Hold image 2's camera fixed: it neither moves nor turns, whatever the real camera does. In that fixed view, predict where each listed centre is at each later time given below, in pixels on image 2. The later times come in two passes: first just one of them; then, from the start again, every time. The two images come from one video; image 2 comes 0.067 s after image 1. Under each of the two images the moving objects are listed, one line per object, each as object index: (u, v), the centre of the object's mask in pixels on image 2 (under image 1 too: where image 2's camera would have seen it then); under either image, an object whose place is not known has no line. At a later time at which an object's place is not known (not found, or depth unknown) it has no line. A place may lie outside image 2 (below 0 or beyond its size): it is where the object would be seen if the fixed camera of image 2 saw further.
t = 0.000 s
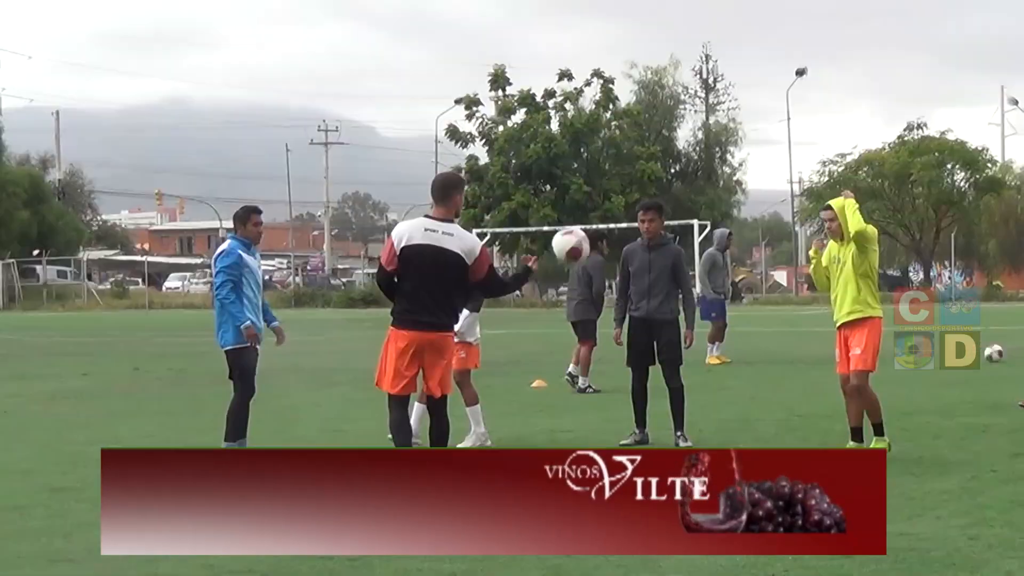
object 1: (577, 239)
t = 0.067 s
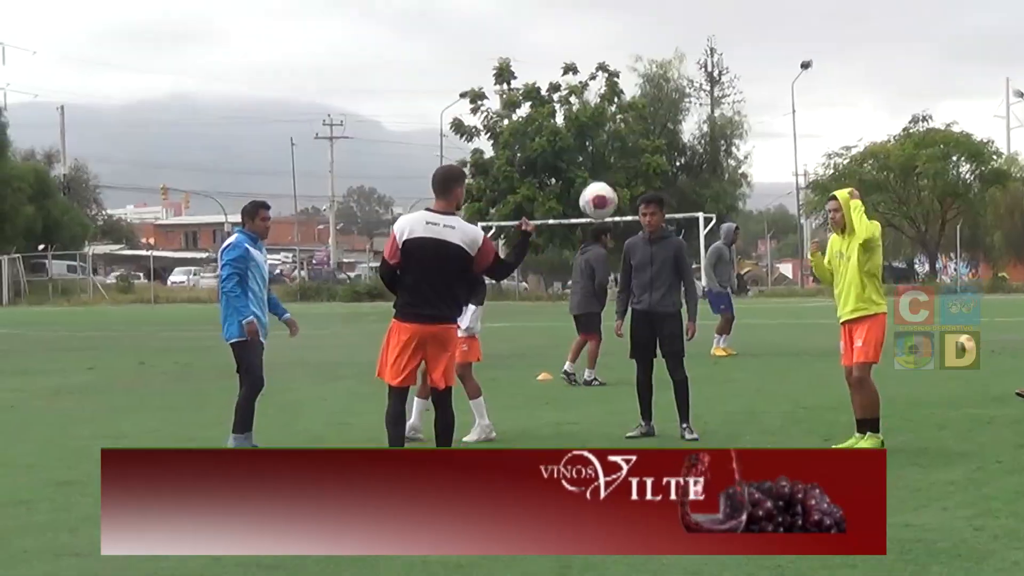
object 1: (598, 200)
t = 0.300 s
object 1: (678, 128)
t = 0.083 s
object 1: (604, 192)
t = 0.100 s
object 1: (609, 184)
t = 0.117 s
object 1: (615, 177)
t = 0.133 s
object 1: (621, 170)
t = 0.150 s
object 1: (626, 164)
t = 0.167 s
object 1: (632, 158)
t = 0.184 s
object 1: (637, 153)
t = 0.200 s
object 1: (643, 147)
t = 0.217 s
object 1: (649, 143)
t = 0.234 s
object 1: (655, 139)
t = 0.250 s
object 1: (661, 135)
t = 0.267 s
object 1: (666, 133)
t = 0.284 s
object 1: (671, 130)
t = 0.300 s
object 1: (678, 128)
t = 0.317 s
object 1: (683, 127)
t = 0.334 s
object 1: (689, 126)
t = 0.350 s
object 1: (694, 125)
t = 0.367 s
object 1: (700, 124)
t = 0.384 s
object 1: (706, 123)
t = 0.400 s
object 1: (712, 123)
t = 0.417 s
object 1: (719, 123)
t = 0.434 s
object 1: (724, 124)
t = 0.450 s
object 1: (730, 125)
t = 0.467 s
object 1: (734, 128)
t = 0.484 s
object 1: (739, 131)
